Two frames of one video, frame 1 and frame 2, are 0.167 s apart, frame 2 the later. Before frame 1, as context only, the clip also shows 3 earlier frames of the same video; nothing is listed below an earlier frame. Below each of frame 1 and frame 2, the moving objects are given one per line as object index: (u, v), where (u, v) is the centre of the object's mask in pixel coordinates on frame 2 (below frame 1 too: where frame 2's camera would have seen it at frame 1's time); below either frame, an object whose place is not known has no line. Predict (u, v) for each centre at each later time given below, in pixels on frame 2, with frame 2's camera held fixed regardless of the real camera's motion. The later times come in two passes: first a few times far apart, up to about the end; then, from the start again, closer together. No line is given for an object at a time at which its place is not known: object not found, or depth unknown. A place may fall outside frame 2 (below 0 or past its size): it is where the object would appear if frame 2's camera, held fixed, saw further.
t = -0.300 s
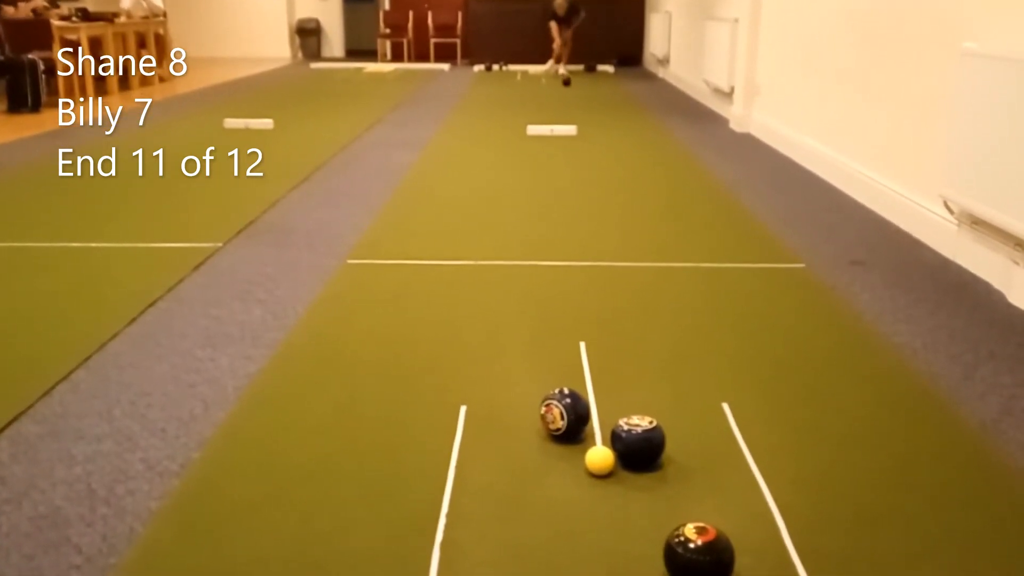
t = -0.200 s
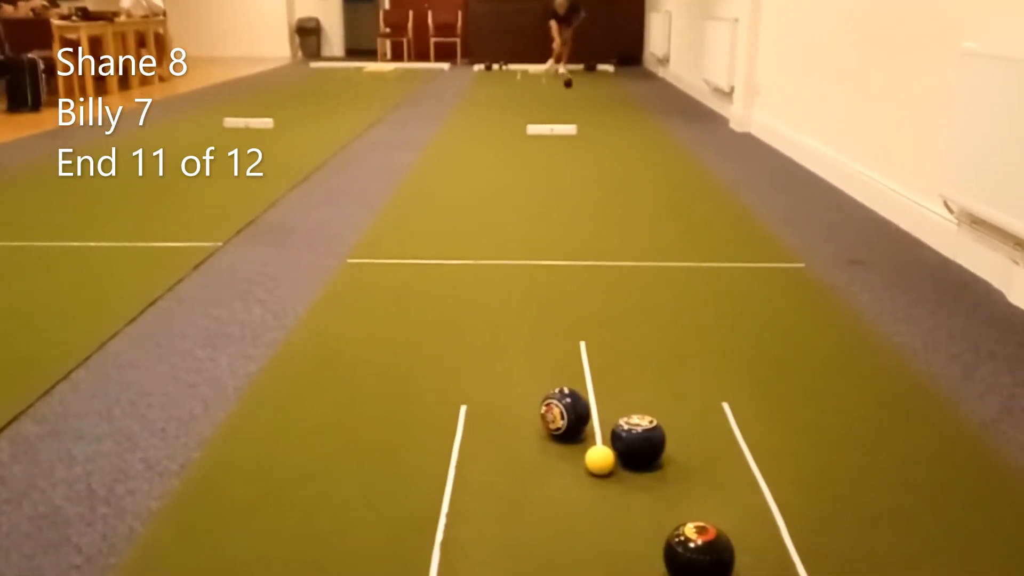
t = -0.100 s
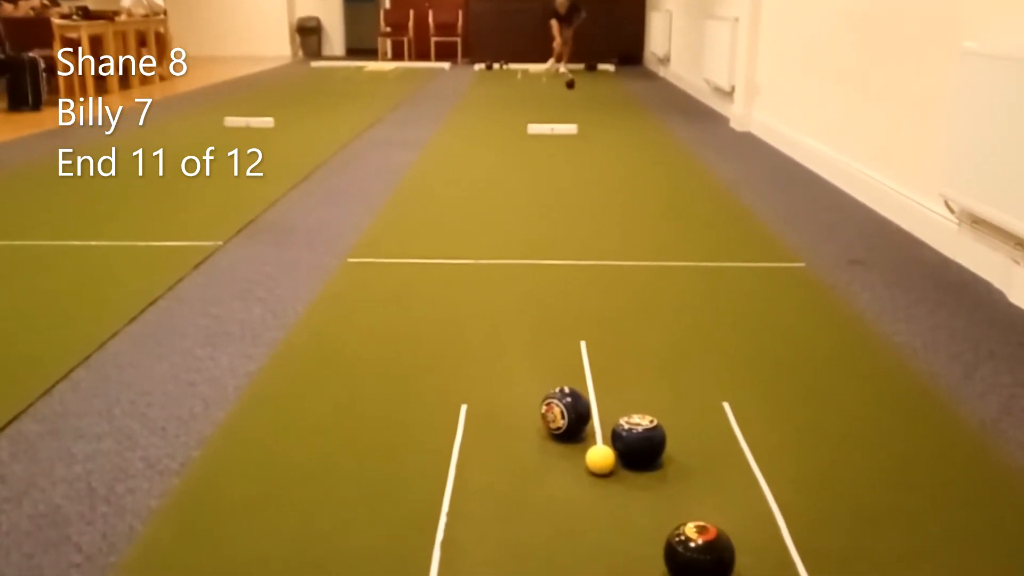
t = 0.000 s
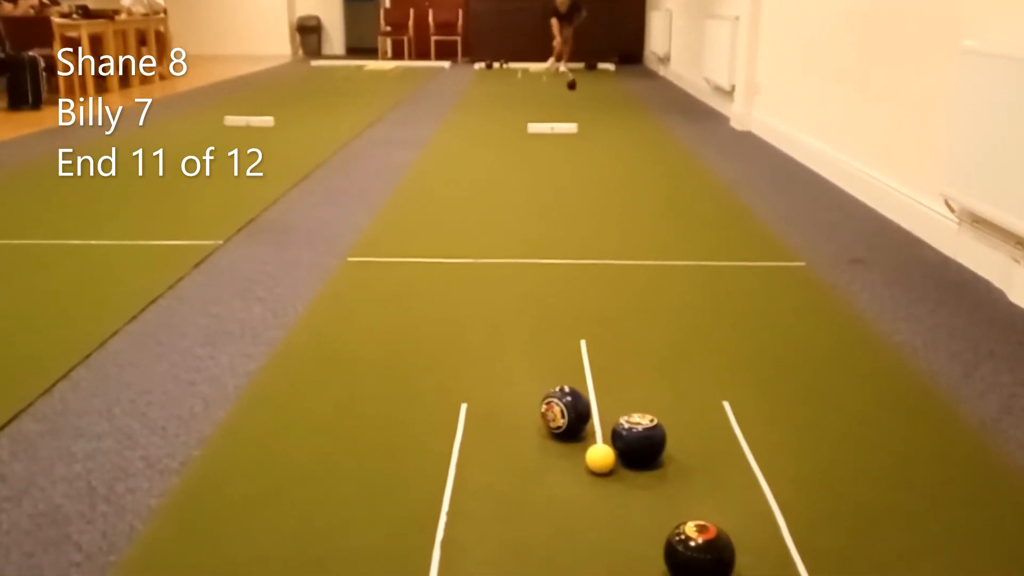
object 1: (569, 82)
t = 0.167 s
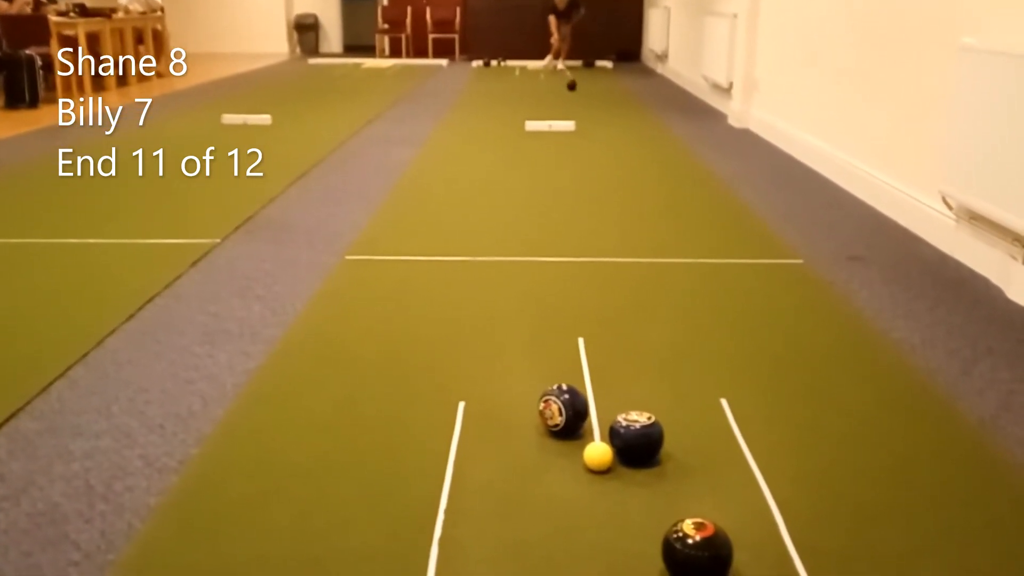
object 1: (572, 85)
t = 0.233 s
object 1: (573, 86)
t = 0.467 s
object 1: (575, 91)
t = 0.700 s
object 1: (578, 96)
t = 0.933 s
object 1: (581, 101)
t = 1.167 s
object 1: (583, 106)
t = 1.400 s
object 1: (585, 112)
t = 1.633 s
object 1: (586, 119)
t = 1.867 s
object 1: (588, 126)
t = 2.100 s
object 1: (589, 133)
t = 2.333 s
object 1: (589, 141)
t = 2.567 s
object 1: (589, 150)
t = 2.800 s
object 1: (589, 159)
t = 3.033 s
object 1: (587, 169)
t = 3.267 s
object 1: (585, 180)
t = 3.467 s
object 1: (583, 190)
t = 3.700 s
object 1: (579, 202)
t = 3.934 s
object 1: (574, 216)
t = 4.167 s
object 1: (567, 230)
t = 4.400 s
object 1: (560, 246)
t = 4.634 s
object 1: (550, 263)
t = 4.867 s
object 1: (540, 280)
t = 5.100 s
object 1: (528, 299)
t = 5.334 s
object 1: (515, 319)
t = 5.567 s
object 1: (499, 340)
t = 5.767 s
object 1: (483, 359)
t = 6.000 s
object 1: (462, 382)
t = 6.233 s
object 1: (440, 405)
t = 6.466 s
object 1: (415, 428)
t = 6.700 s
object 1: (390, 453)
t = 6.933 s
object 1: (363, 476)
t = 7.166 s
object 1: (335, 498)
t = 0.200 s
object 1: (572, 86)
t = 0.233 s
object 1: (573, 86)
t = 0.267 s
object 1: (573, 87)
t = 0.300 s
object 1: (573, 88)
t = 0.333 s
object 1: (574, 89)
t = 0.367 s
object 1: (574, 89)
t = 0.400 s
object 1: (575, 90)
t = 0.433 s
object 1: (575, 90)
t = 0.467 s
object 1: (575, 91)
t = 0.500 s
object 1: (576, 92)
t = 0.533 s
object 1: (576, 92)
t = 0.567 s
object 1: (577, 93)
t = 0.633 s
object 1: (577, 95)
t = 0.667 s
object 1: (578, 96)
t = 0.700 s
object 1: (578, 96)
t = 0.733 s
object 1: (579, 97)
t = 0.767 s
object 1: (579, 98)
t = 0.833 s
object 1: (580, 99)
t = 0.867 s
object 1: (580, 99)
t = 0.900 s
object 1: (580, 100)
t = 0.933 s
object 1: (581, 101)
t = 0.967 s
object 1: (581, 101)
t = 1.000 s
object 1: (581, 102)
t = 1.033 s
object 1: (582, 103)
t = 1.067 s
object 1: (582, 104)
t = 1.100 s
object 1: (582, 105)
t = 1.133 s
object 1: (582, 105)
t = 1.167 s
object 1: (583, 106)
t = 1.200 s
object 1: (583, 107)
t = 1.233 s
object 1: (583, 108)
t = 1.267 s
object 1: (583, 109)
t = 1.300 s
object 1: (584, 110)
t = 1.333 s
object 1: (584, 111)
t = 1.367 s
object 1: (585, 112)
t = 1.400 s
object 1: (585, 112)
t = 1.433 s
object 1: (585, 114)
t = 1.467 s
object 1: (585, 114)
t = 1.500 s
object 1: (585, 115)
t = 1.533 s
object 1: (586, 116)
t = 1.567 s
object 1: (586, 117)
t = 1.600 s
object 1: (586, 118)
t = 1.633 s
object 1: (586, 119)
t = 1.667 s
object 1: (586, 120)
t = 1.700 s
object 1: (586, 121)
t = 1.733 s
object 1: (587, 122)
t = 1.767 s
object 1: (587, 123)
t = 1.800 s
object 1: (587, 124)
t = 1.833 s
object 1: (587, 125)
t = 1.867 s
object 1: (588, 126)
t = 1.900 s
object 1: (588, 127)
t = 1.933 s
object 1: (588, 128)
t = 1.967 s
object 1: (588, 129)
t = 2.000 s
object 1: (588, 130)
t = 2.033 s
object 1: (588, 131)
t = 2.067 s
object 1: (589, 133)
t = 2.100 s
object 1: (589, 133)
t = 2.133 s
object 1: (589, 134)
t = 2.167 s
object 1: (589, 135)
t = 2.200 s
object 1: (589, 137)
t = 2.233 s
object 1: (589, 138)
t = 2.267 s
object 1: (589, 139)
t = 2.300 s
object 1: (589, 140)
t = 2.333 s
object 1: (589, 141)
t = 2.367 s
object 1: (589, 143)
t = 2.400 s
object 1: (590, 143)
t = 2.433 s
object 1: (590, 145)
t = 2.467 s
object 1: (590, 146)
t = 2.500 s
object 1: (590, 147)
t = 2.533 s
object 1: (589, 148)
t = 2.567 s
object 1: (589, 150)
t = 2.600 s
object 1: (589, 151)
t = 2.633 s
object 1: (589, 152)
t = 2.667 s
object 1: (590, 154)
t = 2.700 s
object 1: (589, 155)
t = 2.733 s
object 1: (589, 156)
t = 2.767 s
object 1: (589, 158)
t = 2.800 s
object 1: (589, 159)
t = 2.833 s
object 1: (589, 161)
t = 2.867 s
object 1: (589, 162)
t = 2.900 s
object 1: (588, 163)
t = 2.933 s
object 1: (588, 165)
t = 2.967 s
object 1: (588, 166)
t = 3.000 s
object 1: (588, 168)
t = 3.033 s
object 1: (587, 169)
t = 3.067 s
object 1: (587, 171)
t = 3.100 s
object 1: (587, 172)
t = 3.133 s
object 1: (587, 174)
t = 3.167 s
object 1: (587, 175)
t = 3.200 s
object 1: (586, 177)
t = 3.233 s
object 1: (586, 178)
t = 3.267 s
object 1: (585, 180)
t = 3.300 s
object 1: (585, 181)
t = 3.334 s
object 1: (584, 183)
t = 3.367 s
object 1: (584, 185)
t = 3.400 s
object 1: (584, 187)
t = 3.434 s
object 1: (583, 188)
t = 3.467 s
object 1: (583, 190)
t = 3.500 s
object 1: (582, 192)
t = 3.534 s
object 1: (582, 193)
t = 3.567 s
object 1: (581, 195)
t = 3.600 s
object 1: (581, 197)
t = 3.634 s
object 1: (580, 199)
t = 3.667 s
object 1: (580, 200)
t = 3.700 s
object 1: (579, 202)
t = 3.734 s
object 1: (578, 204)
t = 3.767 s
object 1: (578, 206)
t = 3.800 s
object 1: (577, 208)
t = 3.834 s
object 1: (576, 210)
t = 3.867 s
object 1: (575, 212)
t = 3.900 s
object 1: (574, 214)
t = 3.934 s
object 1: (574, 216)
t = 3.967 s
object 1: (573, 218)
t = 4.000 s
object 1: (572, 220)
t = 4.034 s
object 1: (571, 222)
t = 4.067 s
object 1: (570, 224)
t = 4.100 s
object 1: (569, 226)
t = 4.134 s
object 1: (568, 229)
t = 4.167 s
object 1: (567, 230)
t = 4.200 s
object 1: (567, 233)
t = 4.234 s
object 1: (566, 235)
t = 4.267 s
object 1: (564, 237)
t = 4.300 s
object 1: (563, 239)
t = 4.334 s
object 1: (562, 242)
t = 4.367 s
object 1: (561, 244)
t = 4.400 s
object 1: (560, 246)
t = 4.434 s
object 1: (559, 248)
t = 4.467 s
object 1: (557, 251)
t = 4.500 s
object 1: (556, 253)
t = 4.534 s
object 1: (554, 256)
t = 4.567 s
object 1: (553, 258)
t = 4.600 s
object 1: (552, 260)
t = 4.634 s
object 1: (550, 263)
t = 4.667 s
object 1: (549, 265)
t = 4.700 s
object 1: (548, 268)
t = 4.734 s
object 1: (546, 270)
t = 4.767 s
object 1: (545, 272)
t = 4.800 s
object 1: (543, 275)
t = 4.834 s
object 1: (541, 278)
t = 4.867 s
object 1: (540, 280)
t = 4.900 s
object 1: (538, 283)
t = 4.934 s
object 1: (537, 286)
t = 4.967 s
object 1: (535, 288)
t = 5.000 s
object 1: (533, 291)
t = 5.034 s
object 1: (532, 294)
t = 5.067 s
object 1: (530, 296)
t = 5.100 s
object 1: (528, 299)
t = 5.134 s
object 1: (526, 302)
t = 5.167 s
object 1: (524, 305)
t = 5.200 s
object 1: (522, 308)
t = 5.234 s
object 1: (521, 311)
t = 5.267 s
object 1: (519, 313)
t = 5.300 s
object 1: (517, 316)
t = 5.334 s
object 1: (515, 319)
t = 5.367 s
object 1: (513, 322)
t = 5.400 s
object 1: (511, 325)
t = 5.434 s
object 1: (509, 328)
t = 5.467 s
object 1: (507, 331)
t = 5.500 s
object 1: (504, 334)
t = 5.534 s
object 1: (502, 337)
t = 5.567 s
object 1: (499, 340)
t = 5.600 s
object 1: (497, 343)
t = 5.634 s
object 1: (495, 347)
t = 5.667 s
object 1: (492, 350)
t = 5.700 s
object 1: (489, 353)
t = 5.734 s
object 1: (486, 356)
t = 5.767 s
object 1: (483, 359)
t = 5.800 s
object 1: (480, 362)
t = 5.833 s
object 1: (478, 366)
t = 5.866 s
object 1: (474, 369)
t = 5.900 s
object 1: (471, 372)
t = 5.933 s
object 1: (468, 375)
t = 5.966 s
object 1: (466, 379)
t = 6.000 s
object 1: (462, 382)
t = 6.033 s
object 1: (459, 385)
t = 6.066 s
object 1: (456, 389)
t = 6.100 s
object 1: (453, 392)
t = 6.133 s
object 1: (449, 395)
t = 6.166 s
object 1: (446, 398)
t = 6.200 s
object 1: (443, 401)
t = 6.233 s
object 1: (440, 405)
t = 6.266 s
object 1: (436, 408)
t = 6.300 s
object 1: (433, 412)
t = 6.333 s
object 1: (430, 415)
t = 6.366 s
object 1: (426, 418)
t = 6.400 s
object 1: (422, 422)
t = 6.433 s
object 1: (419, 425)
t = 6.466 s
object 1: (415, 428)
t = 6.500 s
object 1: (412, 432)
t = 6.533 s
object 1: (408, 435)
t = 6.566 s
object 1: (404, 439)
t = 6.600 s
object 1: (401, 442)
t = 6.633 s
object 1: (397, 446)
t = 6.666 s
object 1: (393, 449)
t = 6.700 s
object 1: (390, 453)
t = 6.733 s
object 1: (386, 456)
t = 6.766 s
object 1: (382, 459)
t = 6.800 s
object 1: (378, 462)
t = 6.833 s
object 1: (374, 465)
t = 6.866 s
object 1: (370, 469)
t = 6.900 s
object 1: (366, 472)
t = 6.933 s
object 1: (363, 476)
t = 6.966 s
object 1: (359, 479)
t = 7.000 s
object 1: (355, 482)
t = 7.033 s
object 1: (351, 485)
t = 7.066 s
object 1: (347, 488)
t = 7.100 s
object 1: (343, 491)
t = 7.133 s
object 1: (339, 495)
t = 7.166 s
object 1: (335, 498)
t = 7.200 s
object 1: (331, 501)
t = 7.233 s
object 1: (328, 504)
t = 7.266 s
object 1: (323, 507)
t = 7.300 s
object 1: (320, 510)
